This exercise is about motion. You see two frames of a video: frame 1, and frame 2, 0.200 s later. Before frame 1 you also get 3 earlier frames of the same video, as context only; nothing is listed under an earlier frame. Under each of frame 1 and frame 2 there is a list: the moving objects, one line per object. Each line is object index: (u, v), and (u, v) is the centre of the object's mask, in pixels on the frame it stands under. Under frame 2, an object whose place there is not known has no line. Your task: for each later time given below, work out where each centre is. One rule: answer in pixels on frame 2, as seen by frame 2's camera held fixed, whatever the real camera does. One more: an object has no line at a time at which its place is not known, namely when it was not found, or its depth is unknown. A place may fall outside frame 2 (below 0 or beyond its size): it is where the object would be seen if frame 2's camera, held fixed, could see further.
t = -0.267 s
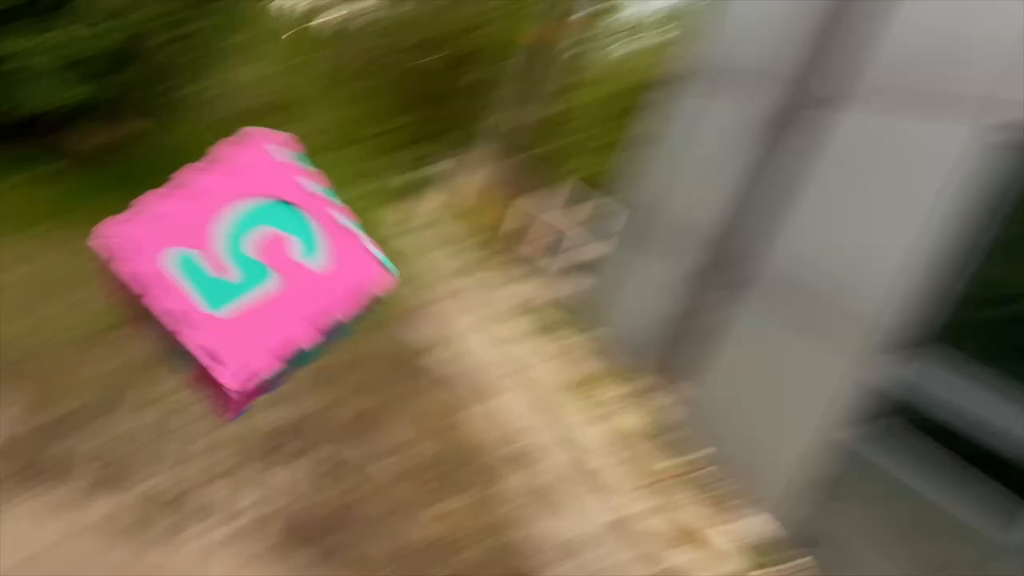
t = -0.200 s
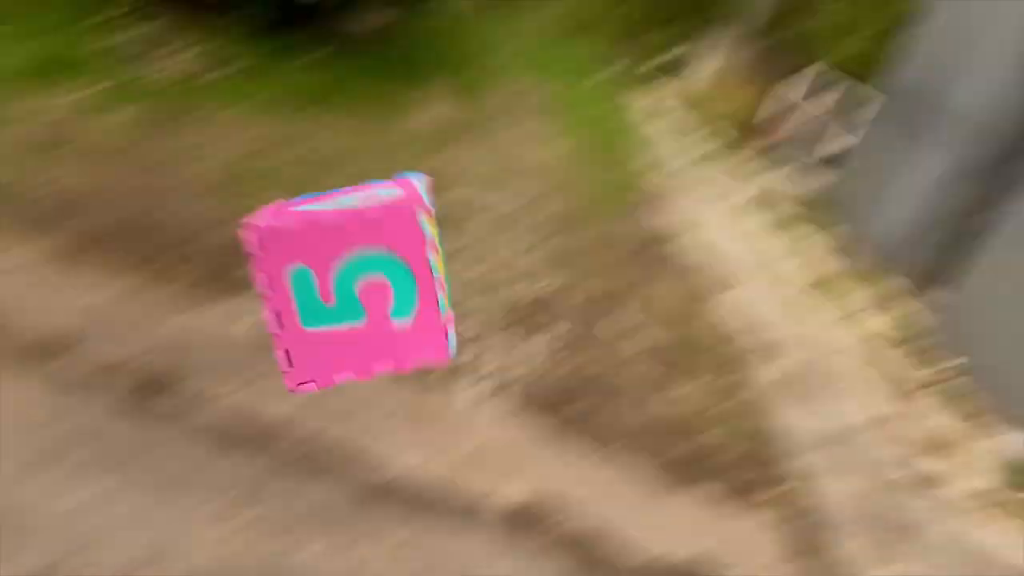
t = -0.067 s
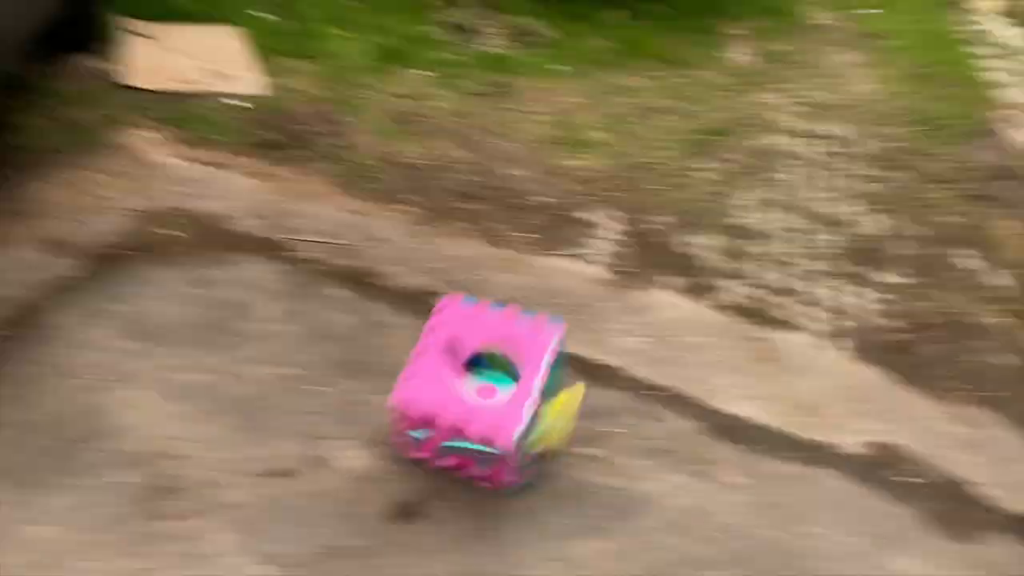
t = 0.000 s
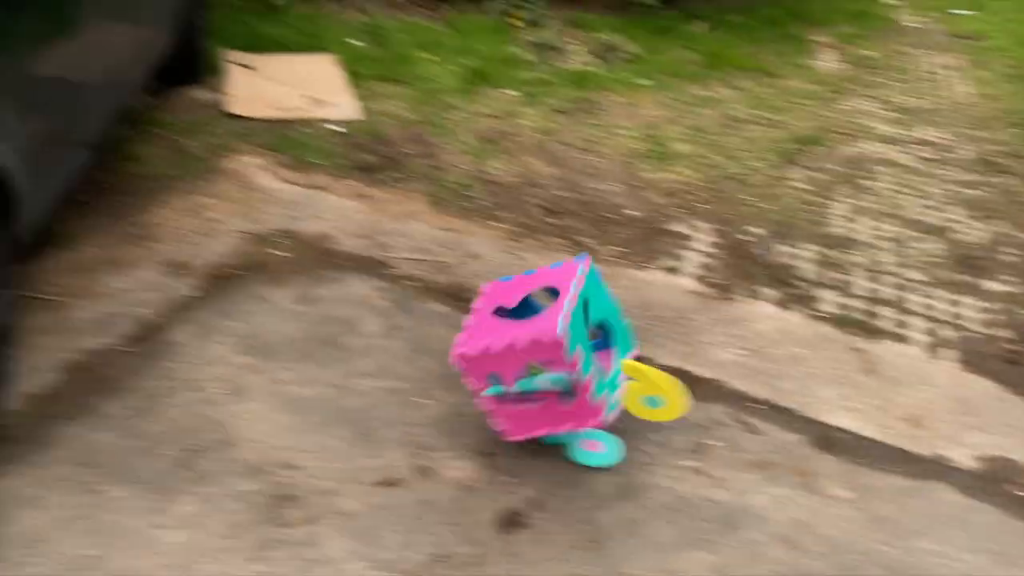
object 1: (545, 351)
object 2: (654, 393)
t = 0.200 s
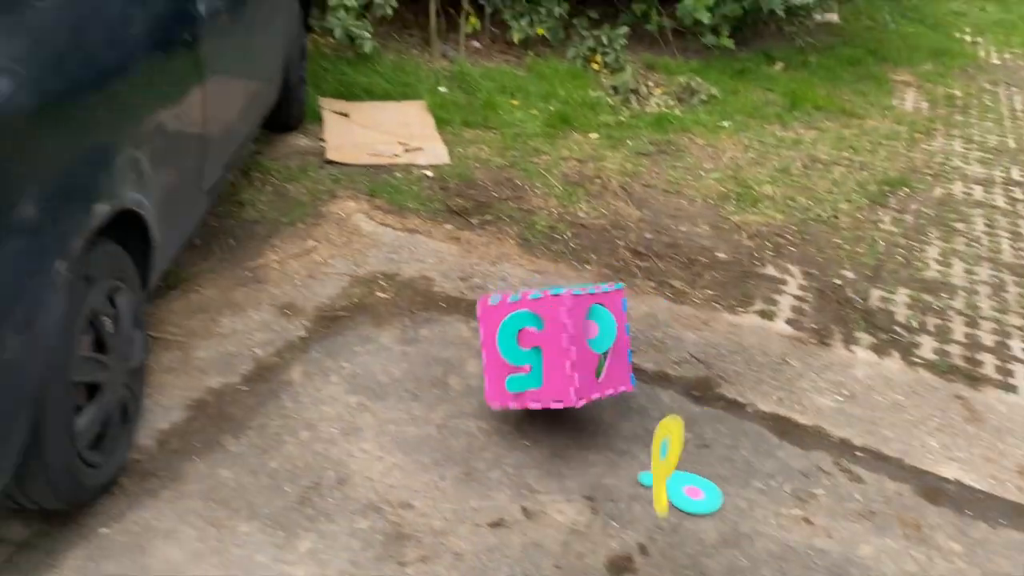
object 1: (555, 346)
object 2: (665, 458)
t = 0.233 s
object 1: (542, 340)
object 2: (641, 471)
